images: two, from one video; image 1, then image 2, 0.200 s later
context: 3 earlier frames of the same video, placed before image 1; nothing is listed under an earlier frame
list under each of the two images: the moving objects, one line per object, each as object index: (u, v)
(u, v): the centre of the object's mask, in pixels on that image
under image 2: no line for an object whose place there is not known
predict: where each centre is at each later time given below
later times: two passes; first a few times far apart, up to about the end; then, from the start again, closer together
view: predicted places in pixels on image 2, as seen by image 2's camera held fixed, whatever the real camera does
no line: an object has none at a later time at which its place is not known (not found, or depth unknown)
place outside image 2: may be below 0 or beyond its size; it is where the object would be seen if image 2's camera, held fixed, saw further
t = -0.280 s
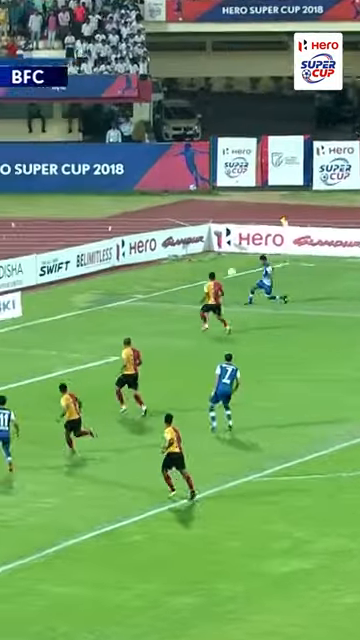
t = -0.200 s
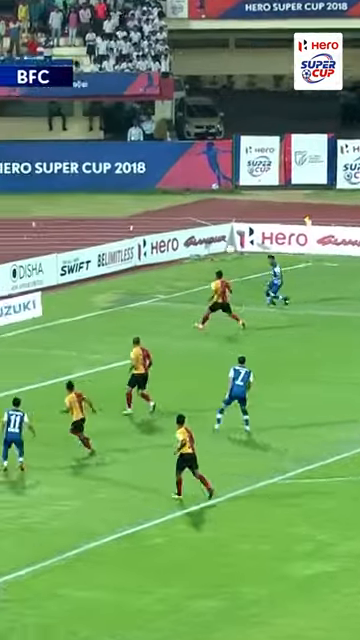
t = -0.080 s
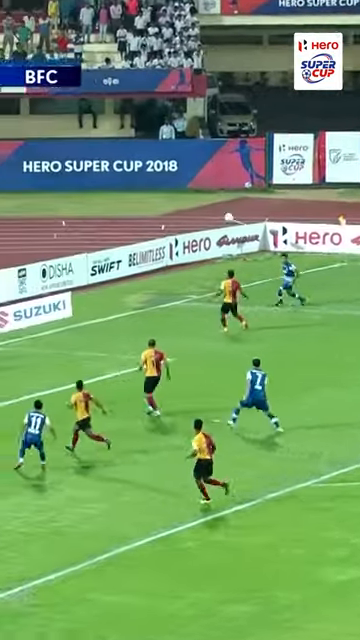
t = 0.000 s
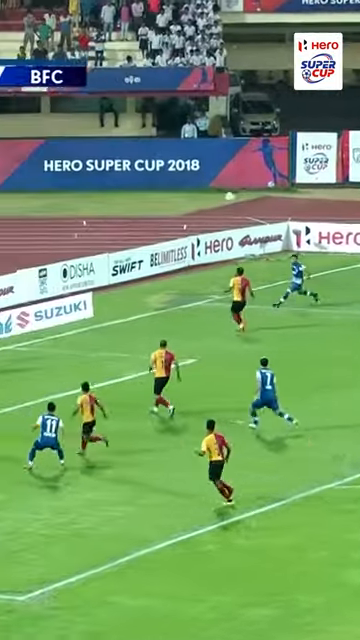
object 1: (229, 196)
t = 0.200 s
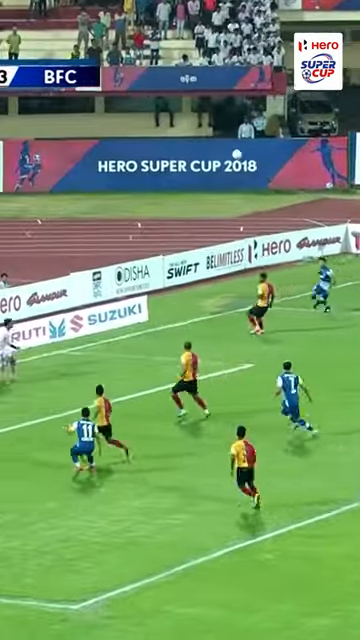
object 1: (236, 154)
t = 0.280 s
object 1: (218, 139)
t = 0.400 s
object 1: (192, 120)
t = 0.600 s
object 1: (152, 98)
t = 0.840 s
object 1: (108, 88)
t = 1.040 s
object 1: (75, 96)
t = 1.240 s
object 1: (43, 117)
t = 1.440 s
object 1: (15, 153)
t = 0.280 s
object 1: (218, 139)
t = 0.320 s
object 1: (209, 132)
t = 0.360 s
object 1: (200, 125)
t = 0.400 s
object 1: (192, 120)
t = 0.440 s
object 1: (183, 114)
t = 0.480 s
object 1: (175, 110)
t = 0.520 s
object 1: (167, 105)
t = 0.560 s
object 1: (159, 101)
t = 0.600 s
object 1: (152, 98)
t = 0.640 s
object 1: (144, 95)
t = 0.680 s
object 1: (137, 93)
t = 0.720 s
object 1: (129, 91)
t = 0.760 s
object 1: (122, 89)
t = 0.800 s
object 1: (115, 89)
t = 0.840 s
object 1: (108, 88)
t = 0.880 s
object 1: (101, 89)
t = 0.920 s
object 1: (94, 91)
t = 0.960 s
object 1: (88, 91)
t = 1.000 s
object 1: (81, 94)
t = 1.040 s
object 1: (75, 96)
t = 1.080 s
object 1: (68, 99)
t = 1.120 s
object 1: (62, 103)
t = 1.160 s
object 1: (55, 107)
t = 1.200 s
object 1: (49, 112)
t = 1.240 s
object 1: (43, 117)
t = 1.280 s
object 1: (38, 123)
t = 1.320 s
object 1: (32, 130)
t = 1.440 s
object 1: (15, 153)
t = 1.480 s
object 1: (10, 162)
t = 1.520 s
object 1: (6, 171)
